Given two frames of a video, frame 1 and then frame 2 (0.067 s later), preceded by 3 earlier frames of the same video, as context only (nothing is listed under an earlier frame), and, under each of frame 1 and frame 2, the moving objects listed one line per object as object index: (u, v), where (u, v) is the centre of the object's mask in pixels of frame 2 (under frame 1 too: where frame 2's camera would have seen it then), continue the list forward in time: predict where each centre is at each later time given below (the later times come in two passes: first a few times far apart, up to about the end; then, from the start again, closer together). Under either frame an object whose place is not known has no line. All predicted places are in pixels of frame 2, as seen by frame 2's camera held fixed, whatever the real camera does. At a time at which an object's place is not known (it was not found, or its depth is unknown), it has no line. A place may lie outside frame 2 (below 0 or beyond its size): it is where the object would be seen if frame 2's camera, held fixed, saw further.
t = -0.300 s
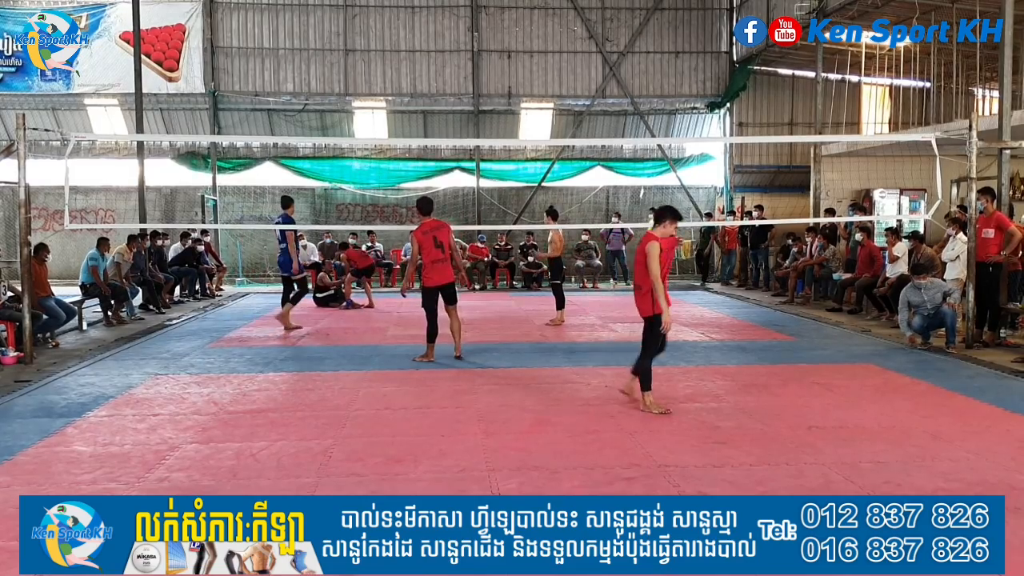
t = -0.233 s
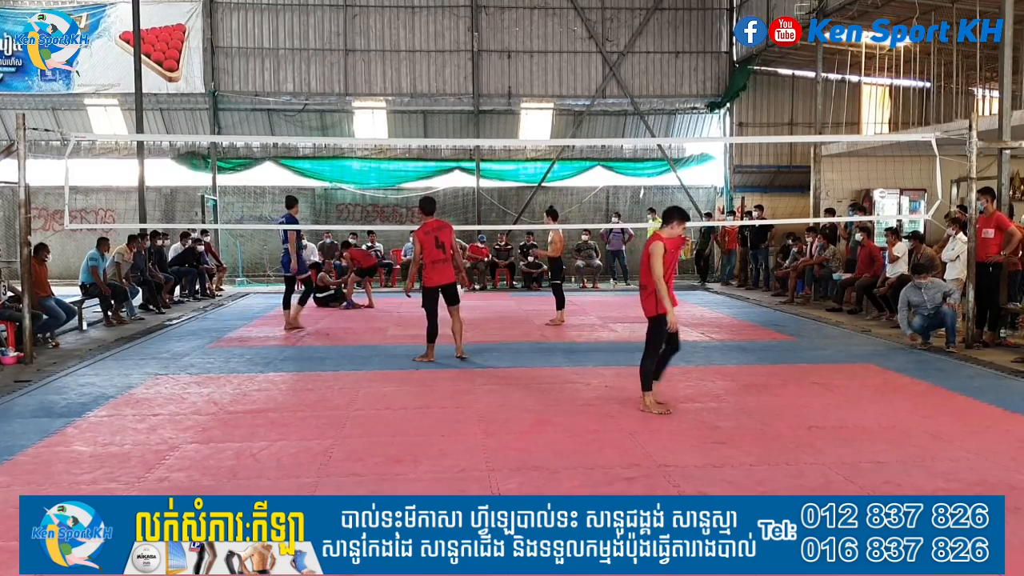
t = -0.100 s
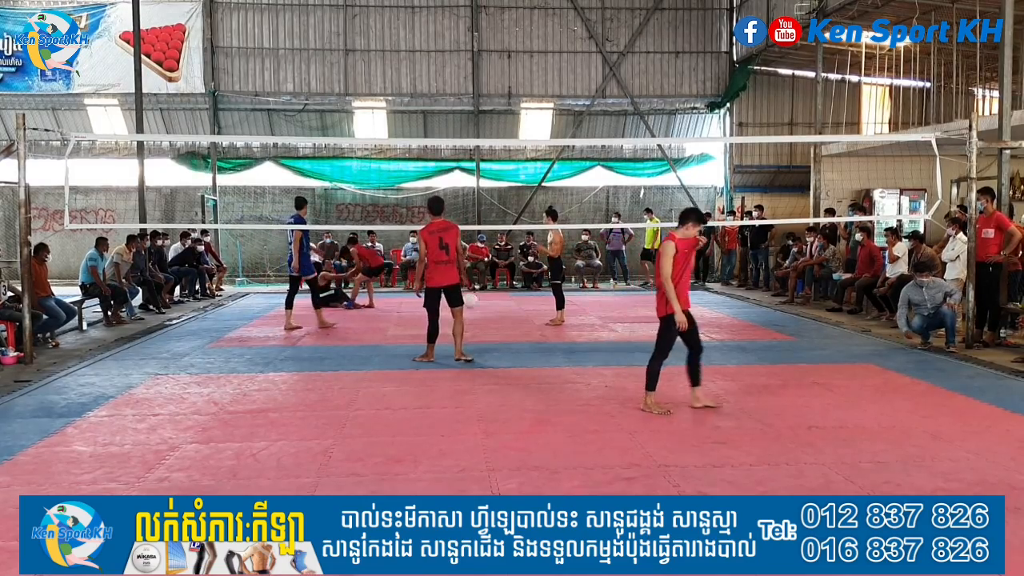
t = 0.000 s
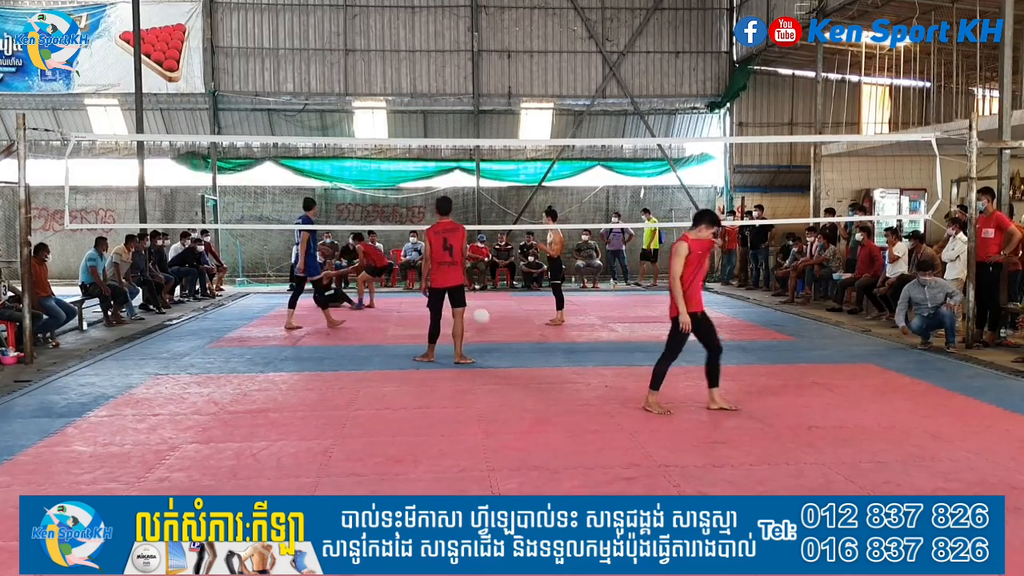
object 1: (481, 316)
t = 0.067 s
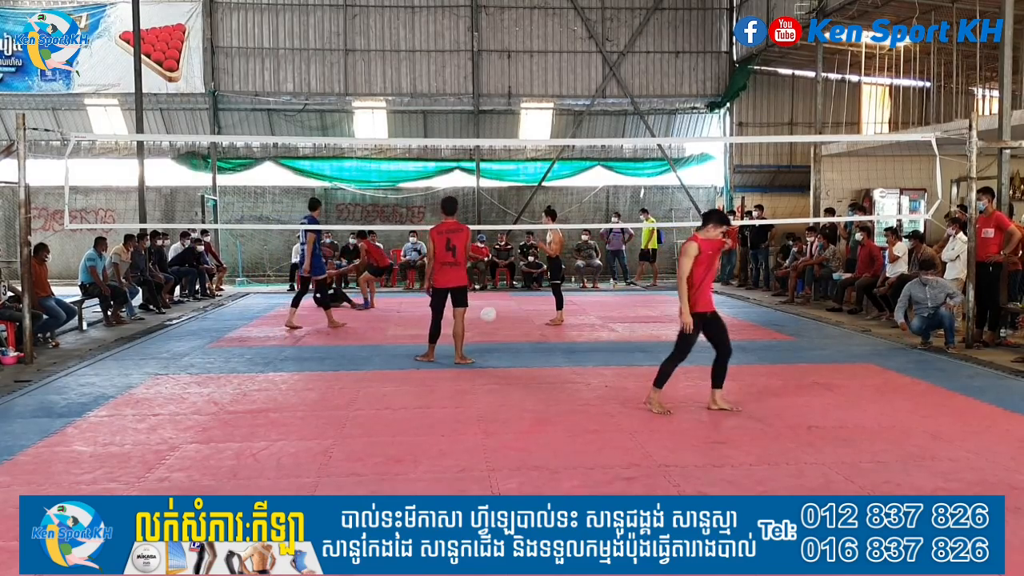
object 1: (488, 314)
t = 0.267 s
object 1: (509, 303)
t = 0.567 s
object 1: (544, 327)
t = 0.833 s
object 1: (581, 330)
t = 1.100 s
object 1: (621, 335)
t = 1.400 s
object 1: (672, 347)
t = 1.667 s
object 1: (724, 362)
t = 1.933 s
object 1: (782, 371)
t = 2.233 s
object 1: (855, 384)
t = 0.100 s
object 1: (491, 310)
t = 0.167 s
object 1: (499, 305)
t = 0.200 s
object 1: (502, 303)
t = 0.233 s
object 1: (506, 303)
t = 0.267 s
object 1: (509, 303)
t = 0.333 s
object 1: (516, 305)
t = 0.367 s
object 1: (520, 307)
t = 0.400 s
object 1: (524, 310)
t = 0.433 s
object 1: (528, 314)
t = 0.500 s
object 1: (536, 325)
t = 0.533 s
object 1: (540, 330)
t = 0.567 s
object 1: (544, 327)
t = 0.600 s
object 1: (549, 324)
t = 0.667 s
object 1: (558, 321)
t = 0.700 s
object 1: (563, 321)
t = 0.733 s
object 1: (567, 322)
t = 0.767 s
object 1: (571, 324)
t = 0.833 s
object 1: (581, 330)
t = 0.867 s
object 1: (586, 334)
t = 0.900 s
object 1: (591, 339)
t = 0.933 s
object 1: (595, 336)
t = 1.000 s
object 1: (605, 333)
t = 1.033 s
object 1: (610, 333)
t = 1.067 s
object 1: (616, 333)
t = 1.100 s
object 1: (621, 335)
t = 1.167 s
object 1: (631, 341)
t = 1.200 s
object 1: (636, 346)
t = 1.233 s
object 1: (642, 347)
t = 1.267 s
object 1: (648, 345)
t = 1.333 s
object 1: (659, 344)
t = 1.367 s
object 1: (666, 345)
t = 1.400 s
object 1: (672, 347)
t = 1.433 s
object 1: (678, 350)
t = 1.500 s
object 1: (690, 356)
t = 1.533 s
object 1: (697, 355)
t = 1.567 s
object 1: (704, 355)
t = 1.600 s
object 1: (710, 356)
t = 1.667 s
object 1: (724, 362)
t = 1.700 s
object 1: (731, 362)
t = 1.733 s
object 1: (738, 362)
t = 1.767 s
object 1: (745, 362)
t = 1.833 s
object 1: (760, 368)
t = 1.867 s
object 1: (767, 369)
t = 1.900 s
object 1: (775, 370)
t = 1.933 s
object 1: (782, 371)
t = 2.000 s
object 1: (797, 375)
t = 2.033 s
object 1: (805, 376)
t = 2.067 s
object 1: (814, 377)
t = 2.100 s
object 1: (821, 378)
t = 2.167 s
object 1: (838, 382)
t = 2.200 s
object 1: (847, 383)
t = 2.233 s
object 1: (855, 384)
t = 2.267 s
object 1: (864, 386)
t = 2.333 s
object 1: (882, 388)
